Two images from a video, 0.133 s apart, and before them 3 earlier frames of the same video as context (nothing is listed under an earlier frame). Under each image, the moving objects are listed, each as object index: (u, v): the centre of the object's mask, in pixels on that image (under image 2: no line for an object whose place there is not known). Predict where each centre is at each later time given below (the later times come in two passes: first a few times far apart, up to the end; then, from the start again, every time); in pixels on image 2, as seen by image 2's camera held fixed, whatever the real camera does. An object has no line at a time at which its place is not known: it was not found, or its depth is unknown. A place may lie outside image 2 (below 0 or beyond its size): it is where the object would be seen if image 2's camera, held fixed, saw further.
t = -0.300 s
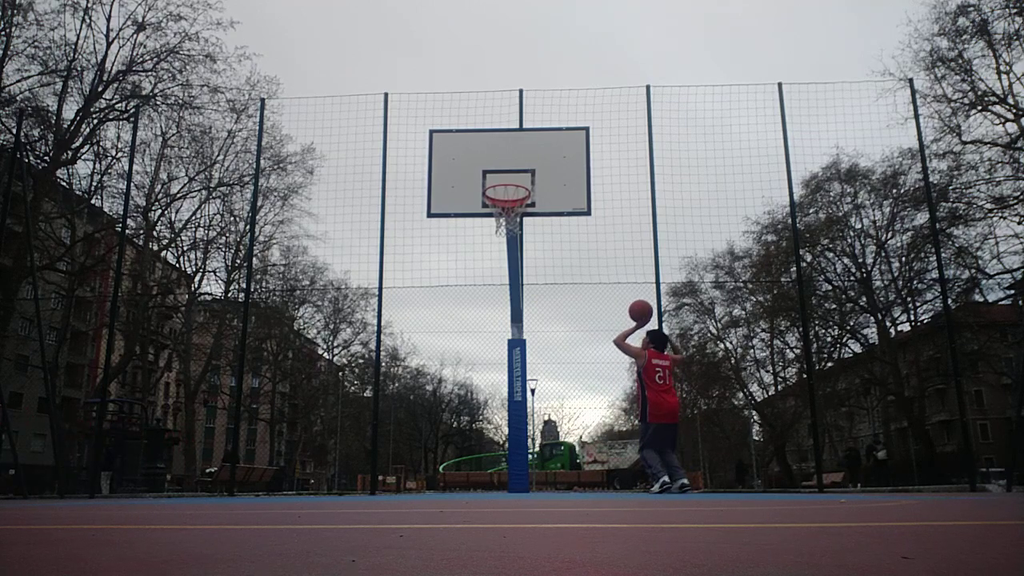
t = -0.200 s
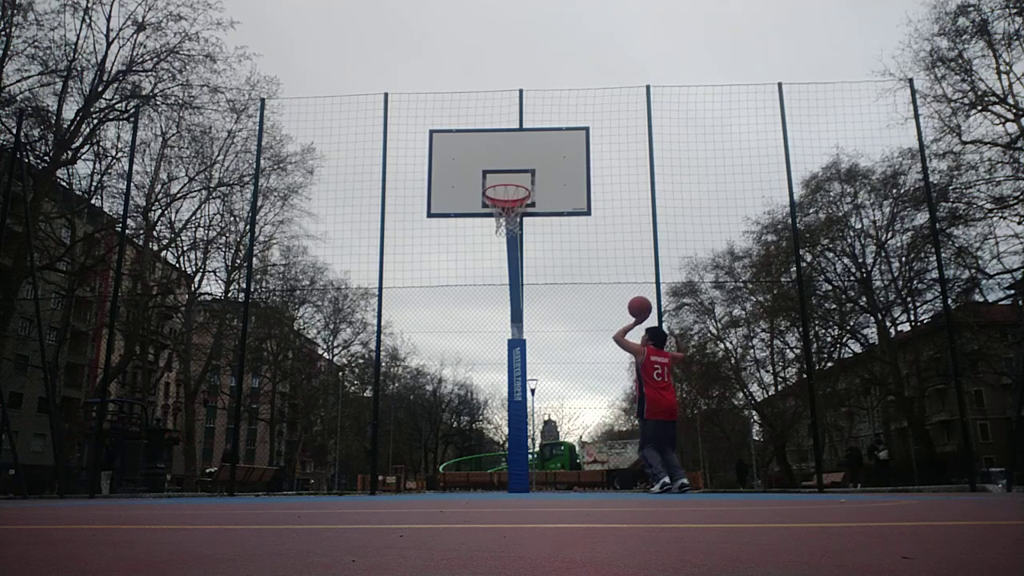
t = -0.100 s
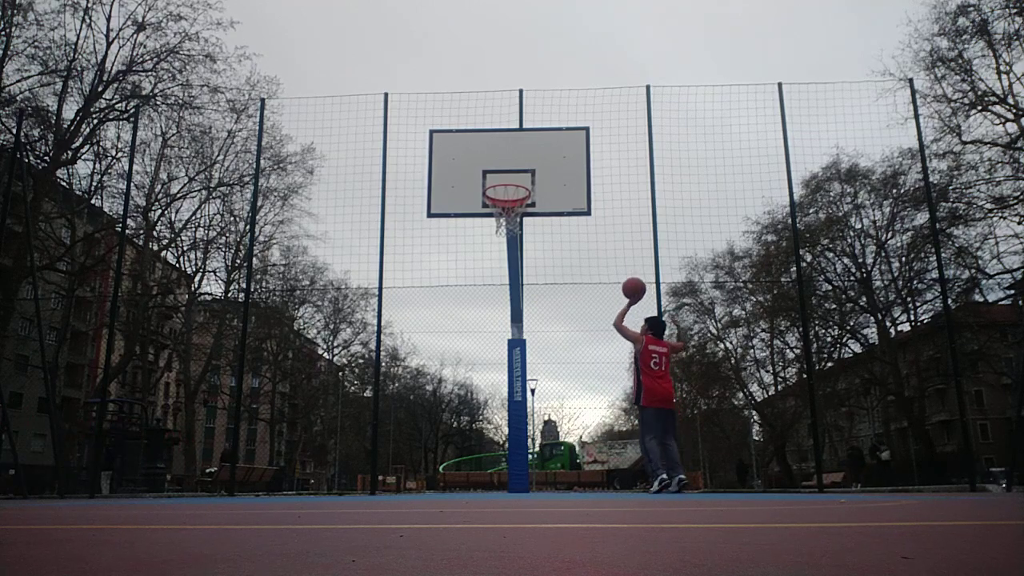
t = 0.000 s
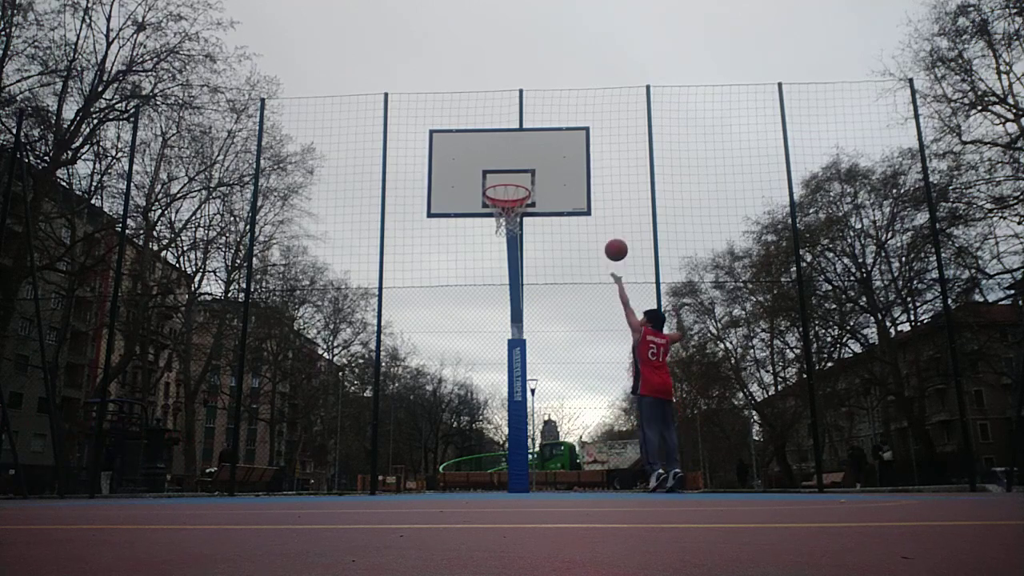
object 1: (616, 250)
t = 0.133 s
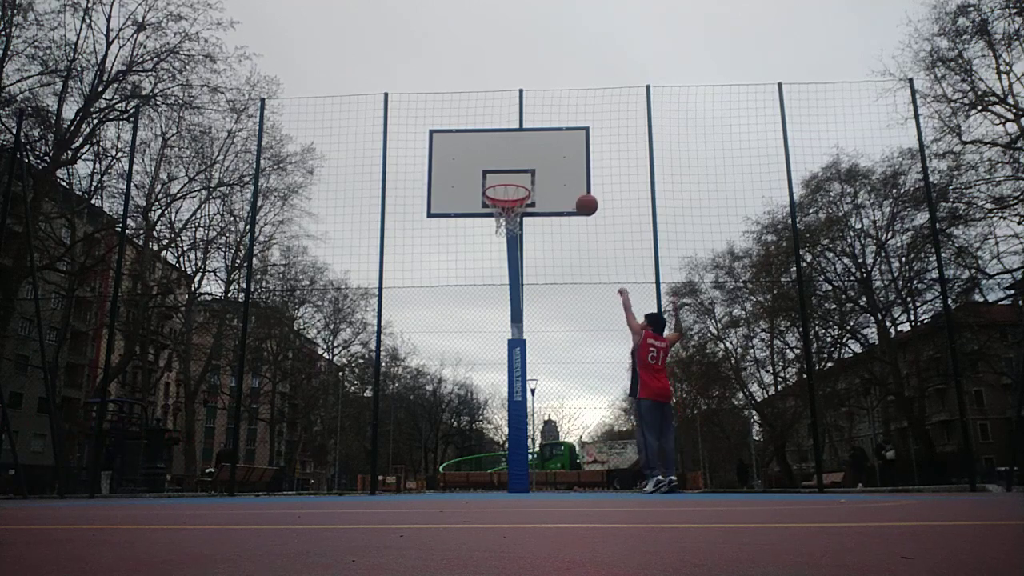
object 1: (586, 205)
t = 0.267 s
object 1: (560, 178)
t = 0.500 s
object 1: (525, 168)
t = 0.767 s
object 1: (491, 207)
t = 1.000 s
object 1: (496, 219)
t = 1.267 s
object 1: (502, 294)
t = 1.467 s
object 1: (508, 403)
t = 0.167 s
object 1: (579, 197)
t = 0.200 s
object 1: (573, 190)
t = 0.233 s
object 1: (566, 183)
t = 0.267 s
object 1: (560, 178)
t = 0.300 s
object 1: (554, 174)
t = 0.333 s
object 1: (547, 171)
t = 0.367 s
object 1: (542, 168)
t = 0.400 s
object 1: (538, 167)
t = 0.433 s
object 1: (534, 166)
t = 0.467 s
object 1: (529, 166)
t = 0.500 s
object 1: (525, 168)
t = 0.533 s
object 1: (520, 170)
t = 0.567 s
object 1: (516, 173)
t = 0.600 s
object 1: (512, 177)
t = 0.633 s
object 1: (507, 182)
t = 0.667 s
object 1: (503, 189)
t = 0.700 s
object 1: (497, 196)
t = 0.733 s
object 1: (493, 203)
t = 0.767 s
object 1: (491, 207)
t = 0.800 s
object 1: (491, 207)
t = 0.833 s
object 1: (491, 207)
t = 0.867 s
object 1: (491, 207)
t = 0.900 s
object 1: (492, 212)
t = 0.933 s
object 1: (494, 213)
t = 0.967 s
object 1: (495, 215)
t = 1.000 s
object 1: (496, 219)
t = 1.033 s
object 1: (497, 224)
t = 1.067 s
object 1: (498, 231)
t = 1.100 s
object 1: (499, 239)
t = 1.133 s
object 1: (500, 247)
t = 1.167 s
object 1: (500, 257)
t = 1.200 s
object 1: (501, 268)
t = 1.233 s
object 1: (501, 281)
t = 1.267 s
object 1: (502, 294)
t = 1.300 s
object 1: (503, 309)
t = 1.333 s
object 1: (505, 325)
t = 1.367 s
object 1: (506, 343)
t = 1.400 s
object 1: (507, 361)
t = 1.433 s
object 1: (507, 381)
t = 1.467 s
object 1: (508, 403)
